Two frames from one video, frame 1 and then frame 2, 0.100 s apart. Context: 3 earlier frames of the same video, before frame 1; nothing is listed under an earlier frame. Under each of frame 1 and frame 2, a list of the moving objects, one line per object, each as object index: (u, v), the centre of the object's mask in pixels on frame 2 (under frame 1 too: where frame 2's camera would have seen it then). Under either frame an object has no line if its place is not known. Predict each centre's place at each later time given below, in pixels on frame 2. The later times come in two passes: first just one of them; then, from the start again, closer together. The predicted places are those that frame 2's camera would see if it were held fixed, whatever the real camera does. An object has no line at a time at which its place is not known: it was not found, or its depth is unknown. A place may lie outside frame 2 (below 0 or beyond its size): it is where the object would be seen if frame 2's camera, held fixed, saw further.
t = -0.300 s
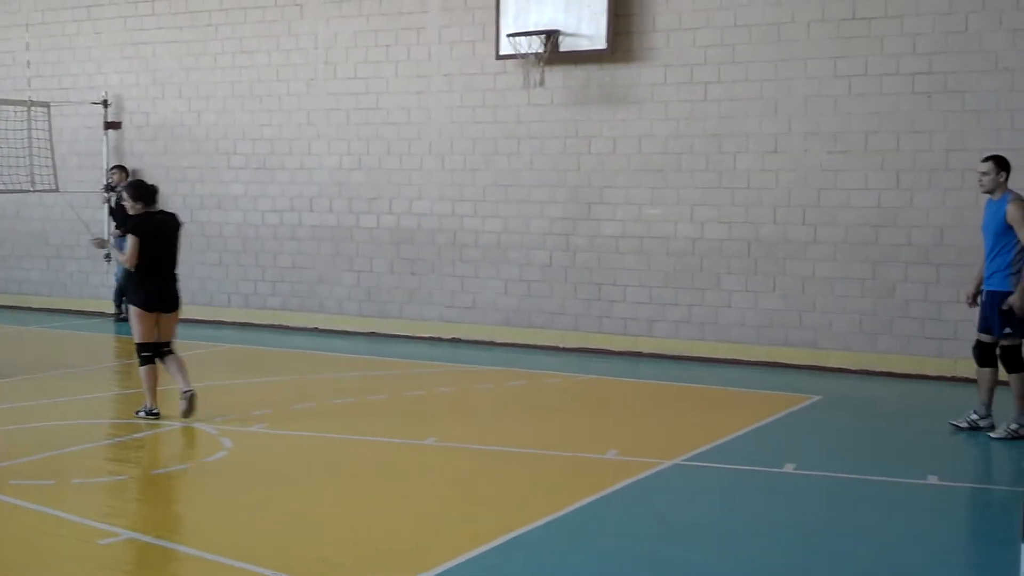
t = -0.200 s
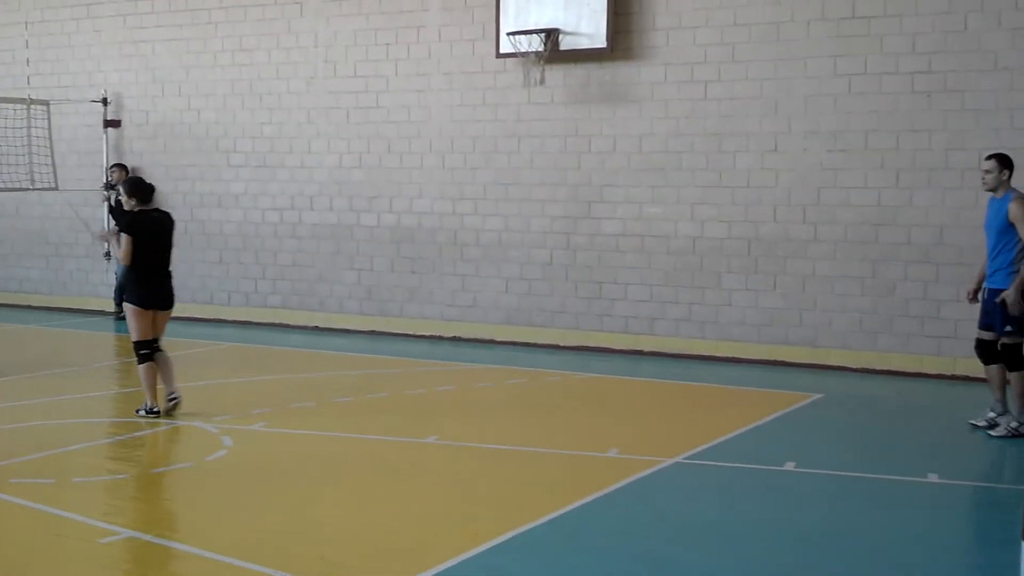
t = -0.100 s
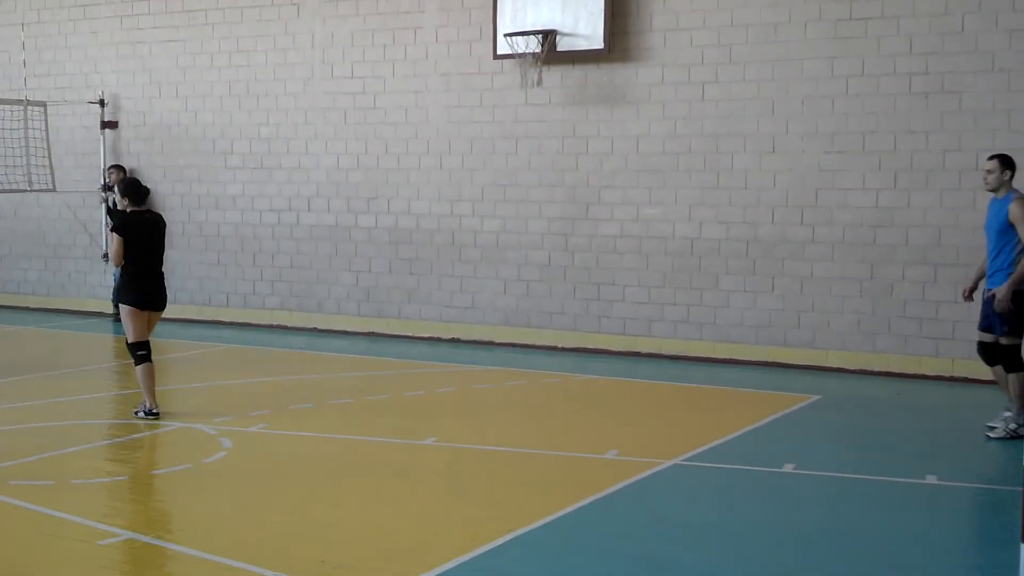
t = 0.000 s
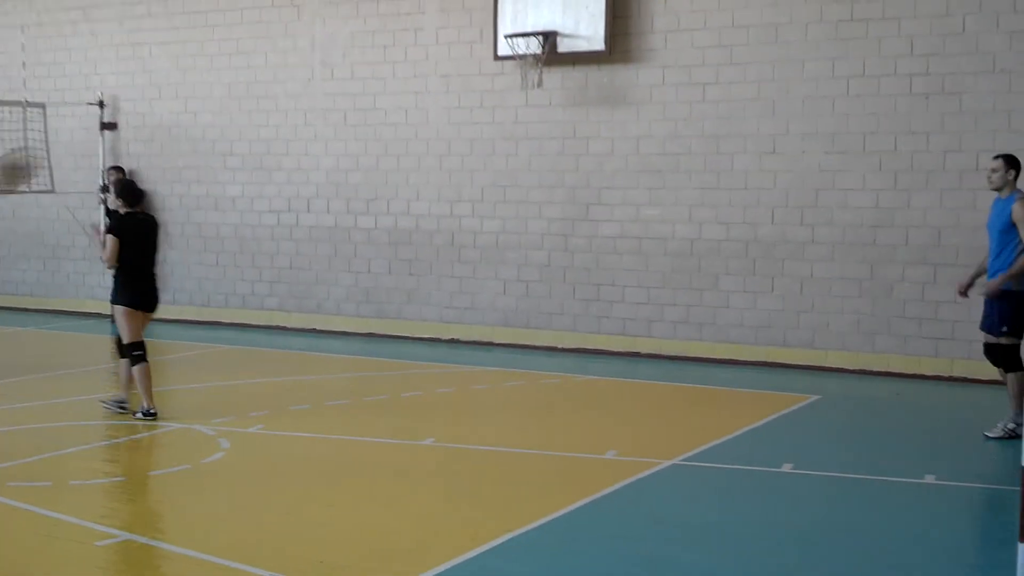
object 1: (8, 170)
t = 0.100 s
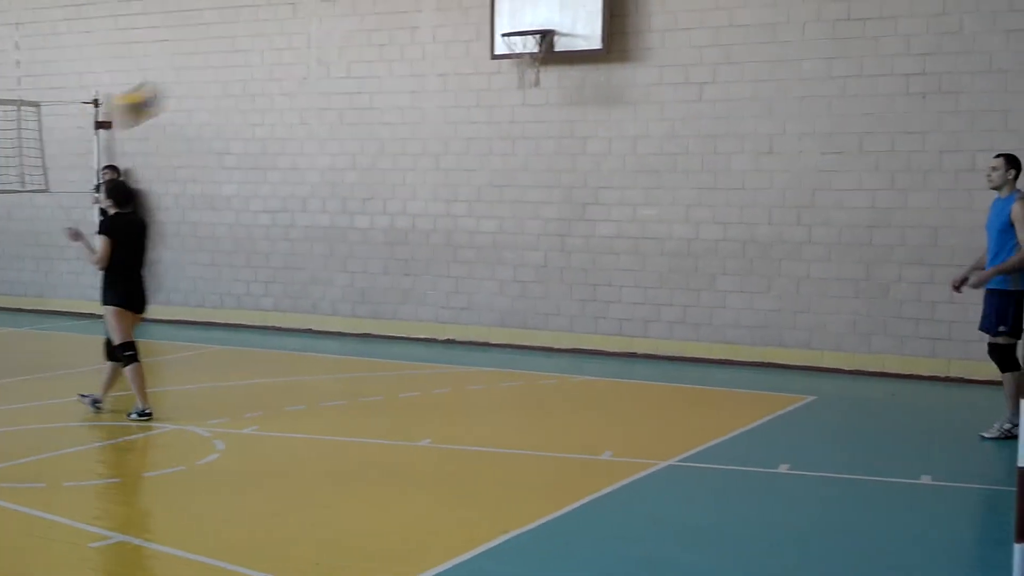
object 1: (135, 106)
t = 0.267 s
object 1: (343, 33)
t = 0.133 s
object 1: (179, 87)
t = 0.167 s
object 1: (221, 69)
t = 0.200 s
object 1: (263, 55)
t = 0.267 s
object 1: (343, 33)
